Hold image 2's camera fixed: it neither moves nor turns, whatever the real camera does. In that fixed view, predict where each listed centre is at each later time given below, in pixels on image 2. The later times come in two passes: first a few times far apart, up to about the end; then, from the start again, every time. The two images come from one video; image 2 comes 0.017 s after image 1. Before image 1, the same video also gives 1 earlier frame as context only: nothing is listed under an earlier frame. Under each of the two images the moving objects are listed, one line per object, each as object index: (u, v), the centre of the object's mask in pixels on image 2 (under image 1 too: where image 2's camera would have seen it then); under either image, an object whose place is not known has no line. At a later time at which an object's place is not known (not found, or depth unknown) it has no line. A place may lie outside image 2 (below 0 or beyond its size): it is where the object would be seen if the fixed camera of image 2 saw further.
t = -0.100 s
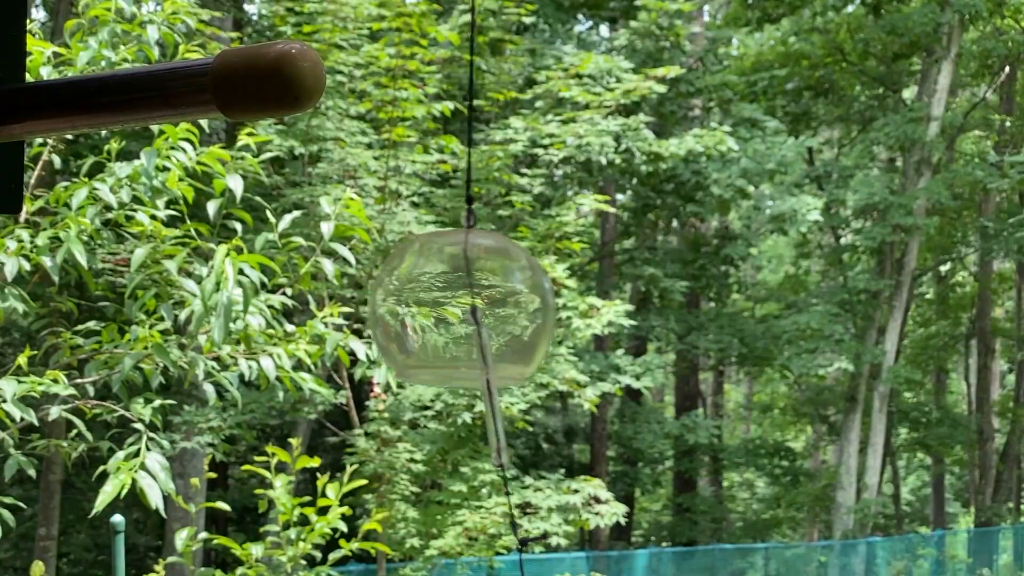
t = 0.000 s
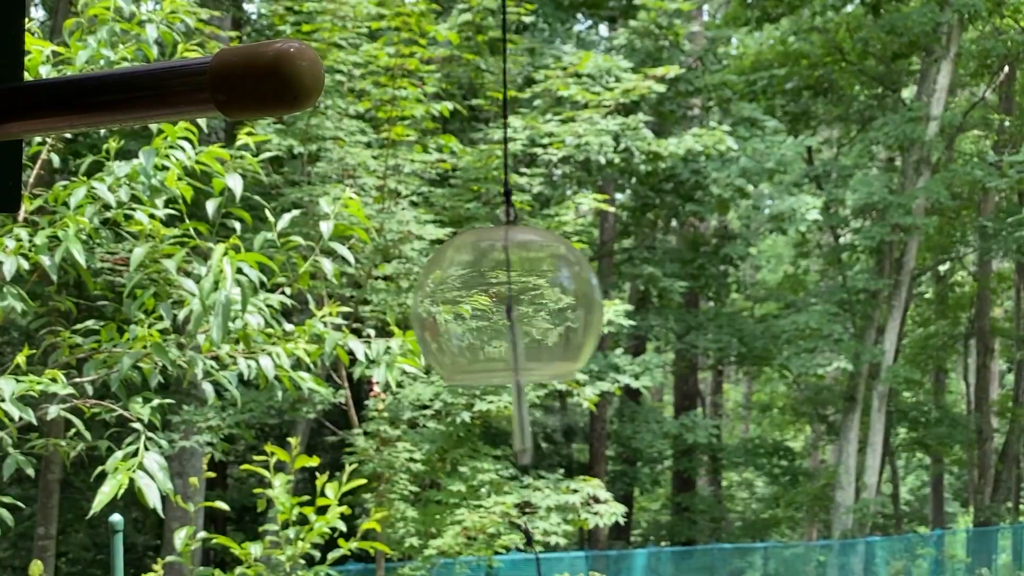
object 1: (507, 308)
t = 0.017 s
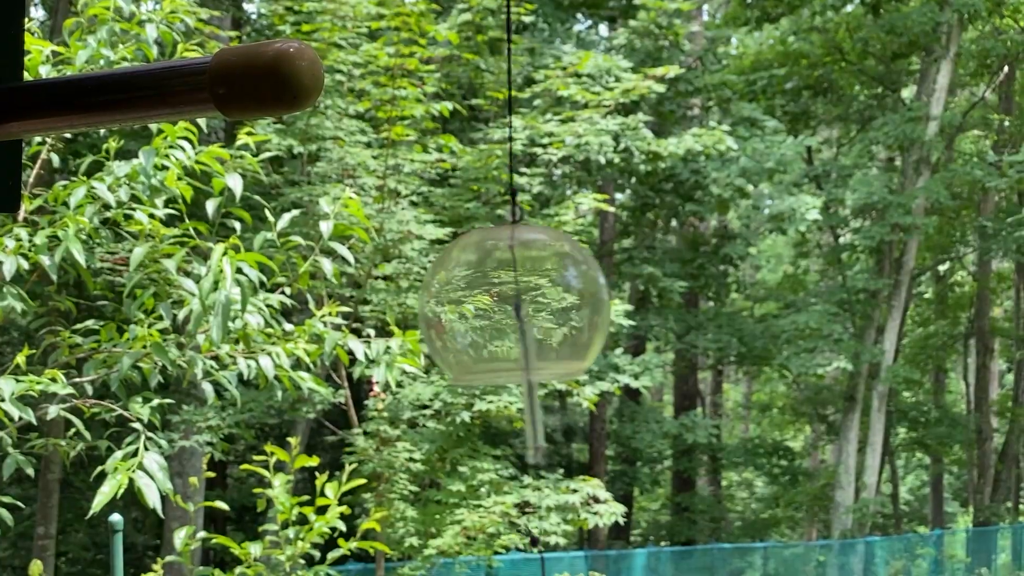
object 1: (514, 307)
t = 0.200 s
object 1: (575, 299)
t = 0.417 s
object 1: (559, 296)
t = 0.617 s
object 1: (494, 301)
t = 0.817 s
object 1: (456, 304)
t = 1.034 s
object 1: (476, 305)
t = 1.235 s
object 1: (529, 300)
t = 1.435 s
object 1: (549, 295)
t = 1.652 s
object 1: (505, 301)
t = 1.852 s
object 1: (455, 305)
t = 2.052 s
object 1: (423, 304)
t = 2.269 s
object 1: (416, 304)
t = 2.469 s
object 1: (408, 303)
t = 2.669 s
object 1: (415, 304)
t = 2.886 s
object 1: (433, 307)
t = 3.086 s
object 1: (438, 310)
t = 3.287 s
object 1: (429, 308)
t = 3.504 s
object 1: (422, 307)
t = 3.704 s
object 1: (406, 305)
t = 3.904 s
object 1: (400, 307)
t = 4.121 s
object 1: (446, 310)
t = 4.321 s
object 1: (538, 309)
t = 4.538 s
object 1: (568, 306)
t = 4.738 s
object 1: (520, 309)
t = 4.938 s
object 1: (462, 311)
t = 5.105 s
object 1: (435, 310)
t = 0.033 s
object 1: (522, 306)
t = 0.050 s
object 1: (529, 306)
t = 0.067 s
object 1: (536, 305)
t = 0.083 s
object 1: (543, 304)
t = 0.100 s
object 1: (550, 304)
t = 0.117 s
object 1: (556, 303)
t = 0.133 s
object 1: (561, 302)
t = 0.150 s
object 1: (566, 302)
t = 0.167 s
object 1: (569, 301)
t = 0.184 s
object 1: (573, 300)
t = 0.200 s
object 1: (575, 299)
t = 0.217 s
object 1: (577, 299)
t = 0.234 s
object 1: (579, 298)
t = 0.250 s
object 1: (580, 297)
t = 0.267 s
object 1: (582, 297)
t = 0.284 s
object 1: (582, 296)
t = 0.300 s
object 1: (582, 296)
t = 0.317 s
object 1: (581, 295)
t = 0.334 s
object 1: (579, 294)
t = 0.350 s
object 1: (577, 295)
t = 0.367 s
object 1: (572, 295)
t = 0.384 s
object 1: (568, 296)
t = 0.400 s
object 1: (563, 296)
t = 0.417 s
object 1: (559, 296)
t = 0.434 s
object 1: (554, 296)
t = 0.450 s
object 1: (550, 297)
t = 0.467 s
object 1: (545, 297)
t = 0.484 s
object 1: (540, 297)
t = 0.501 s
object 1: (534, 298)
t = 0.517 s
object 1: (528, 298)
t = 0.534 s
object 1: (522, 298)
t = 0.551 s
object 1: (515, 298)
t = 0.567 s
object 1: (510, 300)
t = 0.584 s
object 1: (503, 300)
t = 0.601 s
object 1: (499, 301)
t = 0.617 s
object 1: (494, 301)
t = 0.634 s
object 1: (489, 301)
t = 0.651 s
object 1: (485, 302)
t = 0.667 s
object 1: (481, 302)
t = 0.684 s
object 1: (477, 302)
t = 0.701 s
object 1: (473, 302)
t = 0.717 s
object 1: (470, 303)
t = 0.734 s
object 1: (466, 303)
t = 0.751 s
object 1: (463, 303)
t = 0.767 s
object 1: (460, 303)
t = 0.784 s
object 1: (458, 303)
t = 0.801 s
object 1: (457, 304)
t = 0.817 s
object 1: (456, 304)
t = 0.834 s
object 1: (455, 304)
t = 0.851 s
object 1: (455, 304)
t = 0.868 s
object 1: (455, 304)
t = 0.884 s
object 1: (454, 304)
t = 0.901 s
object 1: (455, 305)
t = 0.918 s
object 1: (455, 304)
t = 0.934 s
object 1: (456, 304)
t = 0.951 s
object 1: (458, 304)
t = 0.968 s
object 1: (461, 305)
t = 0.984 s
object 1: (465, 304)
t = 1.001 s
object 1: (469, 305)
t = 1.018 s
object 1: (472, 305)
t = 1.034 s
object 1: (476, 305)
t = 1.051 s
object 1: (480, 304)
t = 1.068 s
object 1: (483, 304)
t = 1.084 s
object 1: (488, 303)
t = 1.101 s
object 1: (492, 302)
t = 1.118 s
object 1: (496, 302)
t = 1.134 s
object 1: (501, 301)
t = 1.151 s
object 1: (506, 301)
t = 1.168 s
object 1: (512, 301)
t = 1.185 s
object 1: (516, 301)
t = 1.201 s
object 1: (521, 300)
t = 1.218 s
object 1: (525, 300)
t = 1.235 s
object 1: (529, 300)
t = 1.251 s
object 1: (532, 300)
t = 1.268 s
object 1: (535, 300)
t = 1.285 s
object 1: (538, 299)
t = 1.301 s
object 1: (540, 299)
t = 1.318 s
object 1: (542, 298)
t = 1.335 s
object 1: (544, 298)
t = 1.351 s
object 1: (546, 297)
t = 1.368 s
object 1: (548, 296)
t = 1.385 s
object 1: (549, 296)
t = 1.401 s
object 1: (549, 296)
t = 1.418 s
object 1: (549, 295)
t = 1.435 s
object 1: (549, 295)
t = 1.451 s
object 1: (548, 295)
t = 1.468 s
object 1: (547, 295)
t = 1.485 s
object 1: (545, 295)
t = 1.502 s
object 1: (542, 296)
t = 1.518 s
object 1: (540, 296)
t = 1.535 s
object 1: (536, 297)
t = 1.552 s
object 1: (533, 297)
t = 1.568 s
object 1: (528, 298)
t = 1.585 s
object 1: (525, 298)
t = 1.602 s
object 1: (519, 299)
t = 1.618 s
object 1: (515, 300)
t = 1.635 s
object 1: (510, 300)
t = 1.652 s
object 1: (505, 301)
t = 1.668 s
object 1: (499, 301)
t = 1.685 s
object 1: (495, 301)
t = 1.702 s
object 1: (490, 302)
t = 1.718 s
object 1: (487, 303)
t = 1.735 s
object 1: (482, 304)
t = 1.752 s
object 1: (478, 304)
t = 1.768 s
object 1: (474, 304)
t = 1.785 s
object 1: (470, 305)
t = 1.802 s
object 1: (466, 305)
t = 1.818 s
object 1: (463, 305)
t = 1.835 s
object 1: (459, 305)
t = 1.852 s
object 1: (455, 305)
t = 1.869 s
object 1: (450, 305)
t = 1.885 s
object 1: (447, 305)
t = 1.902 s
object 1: (443, 305)
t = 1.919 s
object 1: (440, 305)
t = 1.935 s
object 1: (437, 304)
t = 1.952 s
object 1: (433, 305)
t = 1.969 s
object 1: (431, 305)
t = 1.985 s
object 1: (429, 304)
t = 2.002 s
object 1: (427, 304)
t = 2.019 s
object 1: (425, 304)
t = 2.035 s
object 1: (424, 304)
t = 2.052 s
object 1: (423, 304)
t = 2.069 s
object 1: (422, 304)
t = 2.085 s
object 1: (422, 304)
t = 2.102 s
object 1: (422, 304)
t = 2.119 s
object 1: (421, 304)
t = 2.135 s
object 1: (421, 304)
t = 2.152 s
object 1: (421, 304)
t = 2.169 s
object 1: (420, 304)
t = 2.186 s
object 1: (420, 304)
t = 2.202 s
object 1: (419, 304)
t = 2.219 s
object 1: (419, 304)
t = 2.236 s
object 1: (418, 304)
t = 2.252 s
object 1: (417, 303)
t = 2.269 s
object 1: (416, 304)
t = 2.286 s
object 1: (415, 303)
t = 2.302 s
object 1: (415, 303)
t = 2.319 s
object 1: (415, 303)
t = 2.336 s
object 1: (413, 303)
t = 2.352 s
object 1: (412, 303)
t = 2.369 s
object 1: (411, 302)
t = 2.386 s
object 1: (410, 302)
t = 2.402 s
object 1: (410, 302)
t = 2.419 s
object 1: (409, 302)
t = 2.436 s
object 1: (409, 302)
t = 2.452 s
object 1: (409, 303)
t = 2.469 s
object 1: (408, 303)
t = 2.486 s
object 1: (408, 303)
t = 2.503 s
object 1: (408, 303)
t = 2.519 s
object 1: (408, 304)
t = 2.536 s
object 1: (408, 304)
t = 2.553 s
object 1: (409, 304)
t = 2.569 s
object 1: (409, 304)
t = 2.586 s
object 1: (410, 304)
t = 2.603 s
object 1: (410, 304)
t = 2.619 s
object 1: (412, 304)
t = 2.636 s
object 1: (413, 304)
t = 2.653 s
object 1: (414, 305)
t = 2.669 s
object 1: (415, 304)
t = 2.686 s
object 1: (416, 305)
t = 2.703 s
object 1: (417, 305)
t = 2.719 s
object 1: (418, 305)
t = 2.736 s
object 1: (419, 305)
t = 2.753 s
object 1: (420, 305)
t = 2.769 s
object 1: (423, 305)
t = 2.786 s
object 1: (425, 305)
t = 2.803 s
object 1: (427, 305)
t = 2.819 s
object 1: (428, 306)
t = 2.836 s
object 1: (430, 306)
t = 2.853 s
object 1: (431, 306)
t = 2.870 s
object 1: (432, 307)
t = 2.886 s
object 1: (433, 307)
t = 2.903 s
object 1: (434, 307)
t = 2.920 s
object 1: (434, 307)
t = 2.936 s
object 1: (434, 308)
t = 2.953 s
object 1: (435, 308)
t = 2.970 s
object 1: (436, 309)
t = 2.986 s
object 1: (436, 309)
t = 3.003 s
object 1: (437, 309)
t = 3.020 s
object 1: (437, 309)
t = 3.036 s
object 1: (437, 309)
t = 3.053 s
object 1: (438, 310)
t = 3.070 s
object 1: (438, 310)
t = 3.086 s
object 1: (438, 310)
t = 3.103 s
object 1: (438, 310)
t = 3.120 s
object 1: (437, 310)
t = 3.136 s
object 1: (437, 310)
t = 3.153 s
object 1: (436, 310)
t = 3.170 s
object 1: (435, 310)
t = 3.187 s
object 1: (433, 309)
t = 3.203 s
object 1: (432, 309)
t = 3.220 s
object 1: (431, 308)
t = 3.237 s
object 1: (430, 308)
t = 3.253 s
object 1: (430, 308)
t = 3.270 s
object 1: (430, 308)
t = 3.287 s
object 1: (429, 308)
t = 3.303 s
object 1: (429, 308)
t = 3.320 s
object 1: (428, 308)
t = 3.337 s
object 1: (427, 308)
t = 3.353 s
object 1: (426, 308)
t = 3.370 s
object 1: (424, 308)
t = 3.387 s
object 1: (423, 308)
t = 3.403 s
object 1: (422, 308)
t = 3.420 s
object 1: (422, 308)
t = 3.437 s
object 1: (421, 307)
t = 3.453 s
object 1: (421, 307)
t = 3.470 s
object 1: (422, 307)
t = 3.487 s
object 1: (422, 307)
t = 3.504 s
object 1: (422, 307)
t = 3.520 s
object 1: (421, 308)
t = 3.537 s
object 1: (421, 308)
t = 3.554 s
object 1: (419, 308)
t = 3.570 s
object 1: (418, 307)
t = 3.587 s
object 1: (417, 307)
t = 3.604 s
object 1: (415, 307)
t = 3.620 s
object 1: (414, 307)
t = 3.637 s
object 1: (412, 306)
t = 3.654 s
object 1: (410, 305)
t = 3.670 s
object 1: (409, 304)
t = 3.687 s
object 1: (407, 305)
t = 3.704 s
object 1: (406, 305)
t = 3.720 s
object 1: (404, 305)
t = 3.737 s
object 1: (404, 305)
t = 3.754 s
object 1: (403, 305)
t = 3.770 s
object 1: (402, 305)
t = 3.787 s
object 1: (401, 305)
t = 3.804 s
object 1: (400, 305)
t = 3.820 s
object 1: (399, 306)
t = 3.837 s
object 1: (399, 306)
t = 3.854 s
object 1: (398, 306)
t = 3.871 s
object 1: (398, 306)
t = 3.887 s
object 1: (399, 307)
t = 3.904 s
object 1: (400, 307)
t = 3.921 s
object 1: (401, 307)
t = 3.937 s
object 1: (403, 308)
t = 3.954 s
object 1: (405, 309)
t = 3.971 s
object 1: (407, 308)
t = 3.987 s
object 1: (409, 308)
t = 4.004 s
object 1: (412, 308)
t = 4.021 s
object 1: (416, 308)
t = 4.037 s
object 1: (420, 308)
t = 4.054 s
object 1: (424, 308)
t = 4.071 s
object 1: (429, 309)
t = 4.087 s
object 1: (434, 309)
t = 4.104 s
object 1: (440, 310)
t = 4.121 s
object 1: (446, 310)
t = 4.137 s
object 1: (454, 310)
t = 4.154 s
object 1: (461, 310)
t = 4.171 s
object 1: (469, 309)
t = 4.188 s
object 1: (477, 310)
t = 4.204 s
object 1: (485, 309)
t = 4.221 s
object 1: (493, 310)
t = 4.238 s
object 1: (500, 310)
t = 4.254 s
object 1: (508, 310)
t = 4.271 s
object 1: (516, 309)
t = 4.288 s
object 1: (524, 309)
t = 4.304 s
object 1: (531, 310)
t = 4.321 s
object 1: (538, 309)
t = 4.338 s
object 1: (544, 309)
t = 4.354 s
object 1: (548, 308)
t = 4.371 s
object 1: (554, 309)
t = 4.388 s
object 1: (558, 307)
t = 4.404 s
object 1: (561, 307)
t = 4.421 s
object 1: (564, 306)
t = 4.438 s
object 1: (566, 306)
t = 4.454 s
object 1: (569, 306)
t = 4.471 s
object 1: (569, 306)
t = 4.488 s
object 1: (570, 306)
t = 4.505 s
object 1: (570, 306)
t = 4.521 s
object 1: (570, 306)
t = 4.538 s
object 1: (568, 306)
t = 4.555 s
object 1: (566, 306)
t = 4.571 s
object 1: (564, 307)
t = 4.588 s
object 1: (561, 307)
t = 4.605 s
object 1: (558, 307)
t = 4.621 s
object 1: (554, 307)
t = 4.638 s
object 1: (549, 308)
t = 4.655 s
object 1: (545, 308)
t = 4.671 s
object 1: (540, 308)
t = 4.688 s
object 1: (536, 308)
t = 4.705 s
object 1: (530, 308)
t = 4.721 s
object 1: (526, 308)
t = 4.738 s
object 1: (520, 309)
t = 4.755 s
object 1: (516, 309)
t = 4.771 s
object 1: (511, 309)
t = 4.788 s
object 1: (505, 309)
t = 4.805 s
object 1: (501, 310)
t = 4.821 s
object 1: (495, 310)
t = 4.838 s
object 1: (490, 310)
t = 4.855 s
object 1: (486, 310)
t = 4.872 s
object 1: (480, 310)
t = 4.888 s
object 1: (476, 311)
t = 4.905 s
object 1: (470, 310)
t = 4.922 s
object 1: (467, 311)
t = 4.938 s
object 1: (462, 311)
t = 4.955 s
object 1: (458, 311)
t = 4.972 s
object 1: (453, 311)
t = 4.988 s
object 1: (450, 311)
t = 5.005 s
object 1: (447, 311)
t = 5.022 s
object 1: (443, 310)
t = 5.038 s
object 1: (441, 311)
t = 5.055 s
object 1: (439, 310)
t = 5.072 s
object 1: (437, 310)
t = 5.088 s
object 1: (436, 310)
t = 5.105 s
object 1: (435, 310)
